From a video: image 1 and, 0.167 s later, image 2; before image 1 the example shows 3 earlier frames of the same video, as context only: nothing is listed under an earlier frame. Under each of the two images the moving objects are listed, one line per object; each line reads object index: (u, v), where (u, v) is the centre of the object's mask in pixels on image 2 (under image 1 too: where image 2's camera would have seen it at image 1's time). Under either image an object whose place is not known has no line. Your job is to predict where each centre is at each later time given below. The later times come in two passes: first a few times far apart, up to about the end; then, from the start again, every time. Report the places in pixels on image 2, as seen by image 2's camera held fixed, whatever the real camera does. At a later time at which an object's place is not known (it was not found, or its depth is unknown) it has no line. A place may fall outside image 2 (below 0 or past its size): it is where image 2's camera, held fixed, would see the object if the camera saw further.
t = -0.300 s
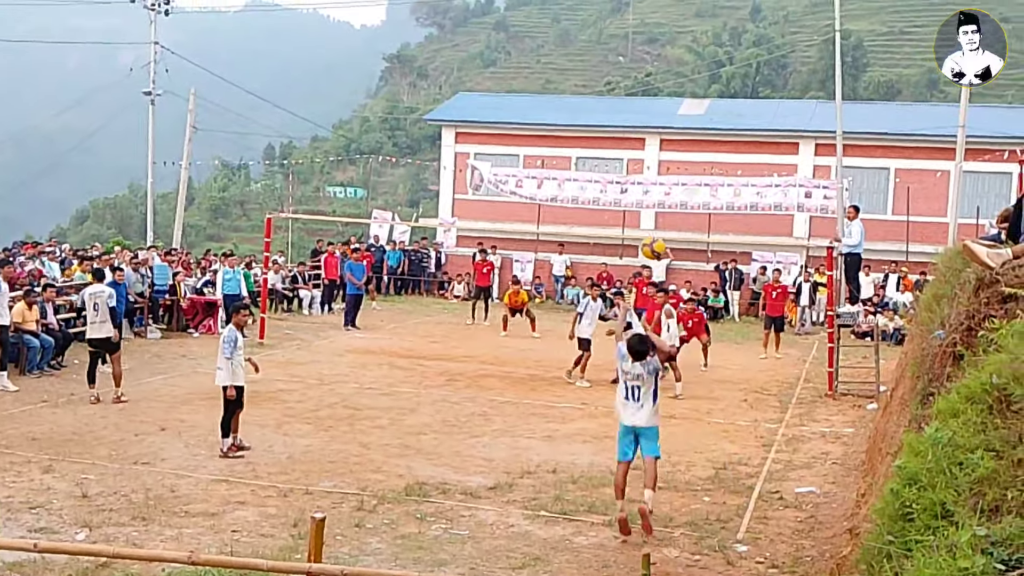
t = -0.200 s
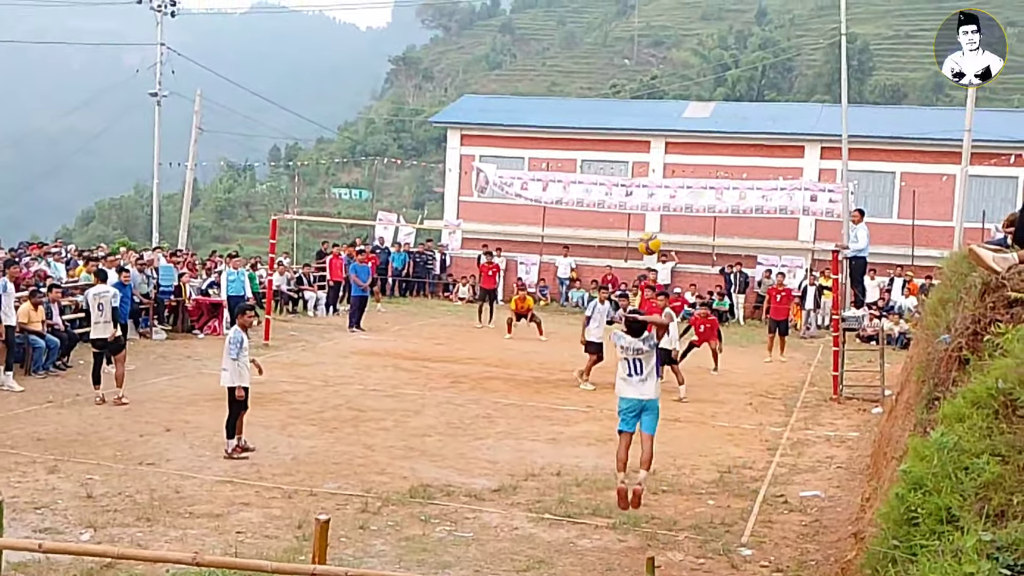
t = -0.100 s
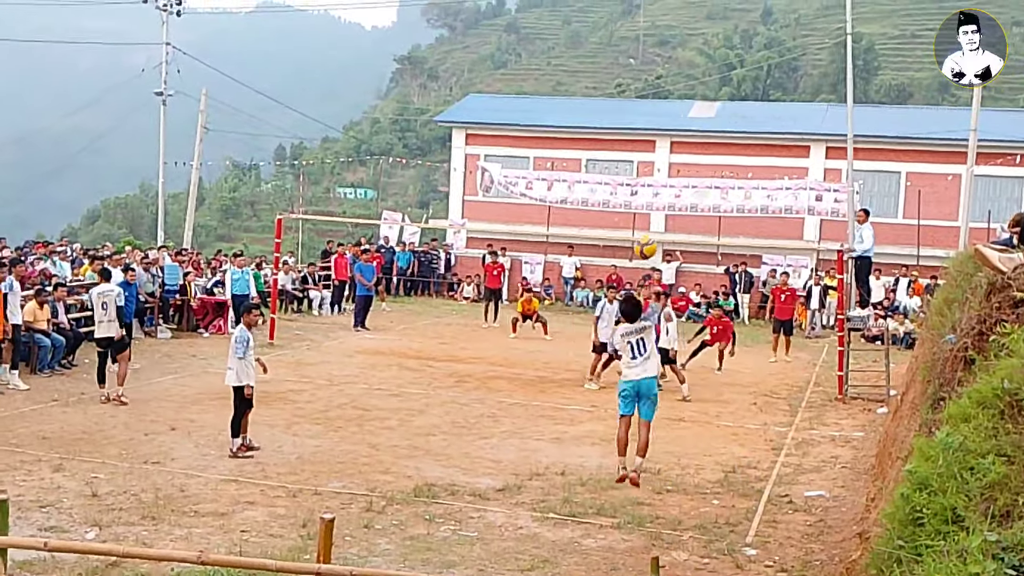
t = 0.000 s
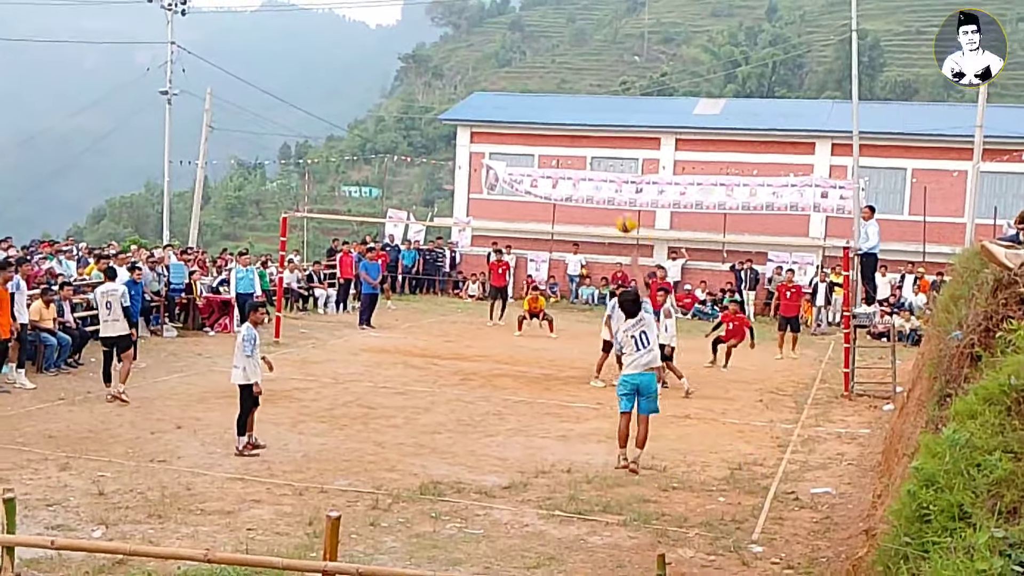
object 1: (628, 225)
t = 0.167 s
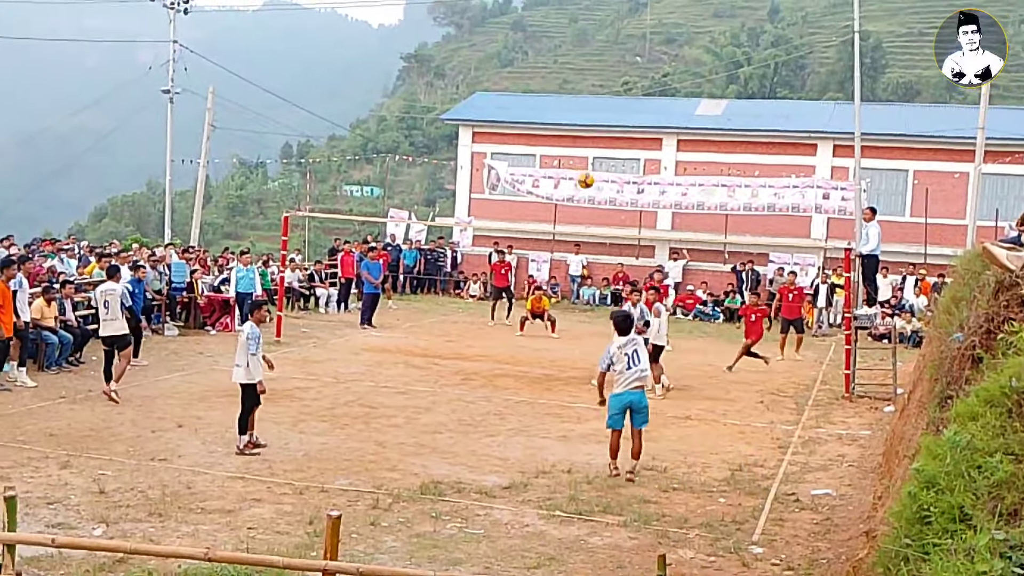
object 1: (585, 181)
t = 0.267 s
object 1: (569, 171)
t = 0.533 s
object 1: (538, 188)
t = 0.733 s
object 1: (518, 220)
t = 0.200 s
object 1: (580, 177)
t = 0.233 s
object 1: (573, 173)
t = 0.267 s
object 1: (569, 171)
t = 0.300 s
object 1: (564, 171)
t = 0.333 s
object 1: (560, 171)
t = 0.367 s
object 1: (556, 171)
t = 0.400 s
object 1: (551, 173)
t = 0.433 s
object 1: (548, 176)
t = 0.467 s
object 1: (545, 179)
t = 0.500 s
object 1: (541, 183)
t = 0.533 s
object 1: (538, 188)
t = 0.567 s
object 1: (534, 193)
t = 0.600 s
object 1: (529, 198)
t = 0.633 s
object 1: (527, 203)
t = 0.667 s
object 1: (523, 208)
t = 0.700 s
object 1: (520, 215)
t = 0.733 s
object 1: (518, 220)
